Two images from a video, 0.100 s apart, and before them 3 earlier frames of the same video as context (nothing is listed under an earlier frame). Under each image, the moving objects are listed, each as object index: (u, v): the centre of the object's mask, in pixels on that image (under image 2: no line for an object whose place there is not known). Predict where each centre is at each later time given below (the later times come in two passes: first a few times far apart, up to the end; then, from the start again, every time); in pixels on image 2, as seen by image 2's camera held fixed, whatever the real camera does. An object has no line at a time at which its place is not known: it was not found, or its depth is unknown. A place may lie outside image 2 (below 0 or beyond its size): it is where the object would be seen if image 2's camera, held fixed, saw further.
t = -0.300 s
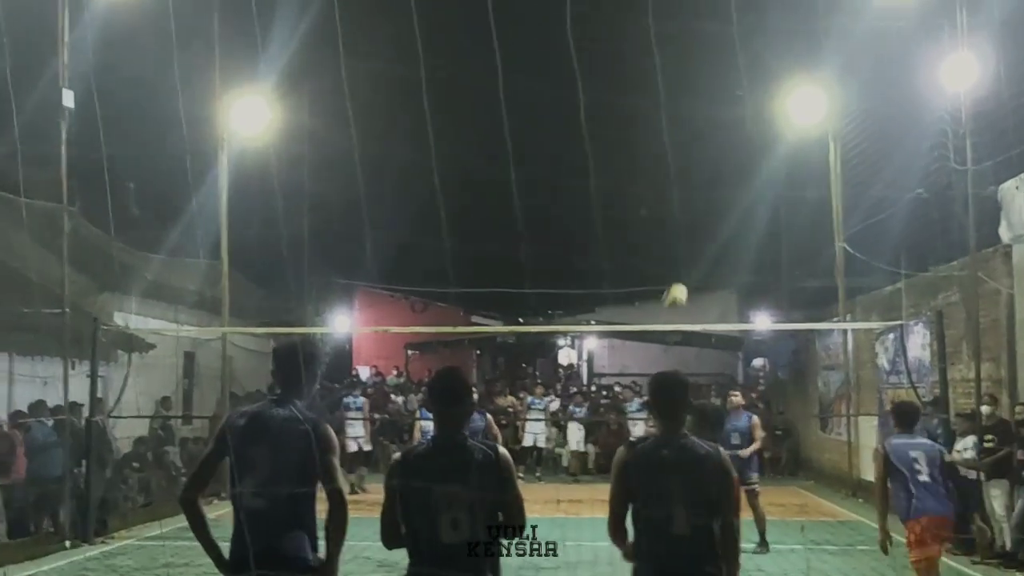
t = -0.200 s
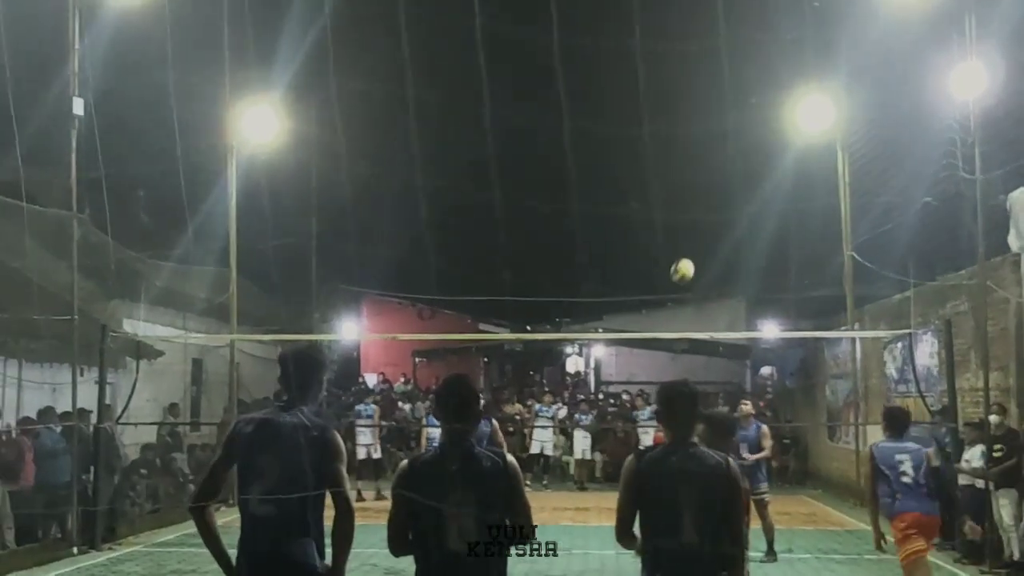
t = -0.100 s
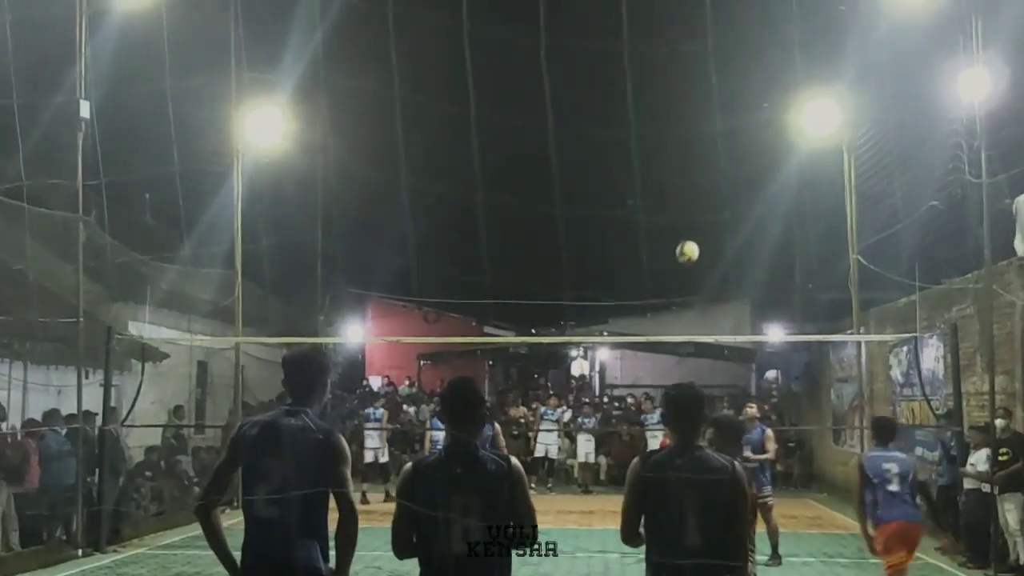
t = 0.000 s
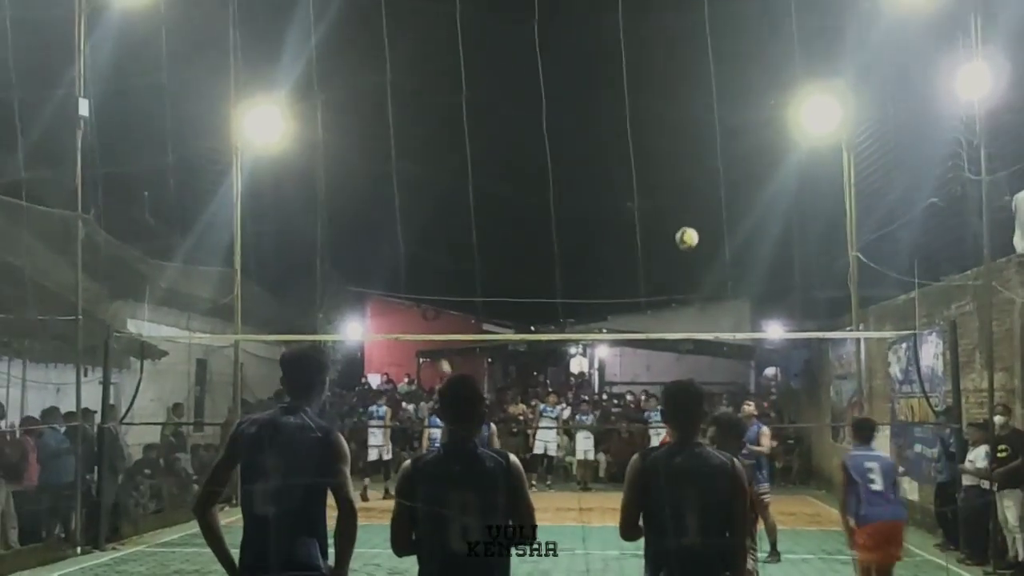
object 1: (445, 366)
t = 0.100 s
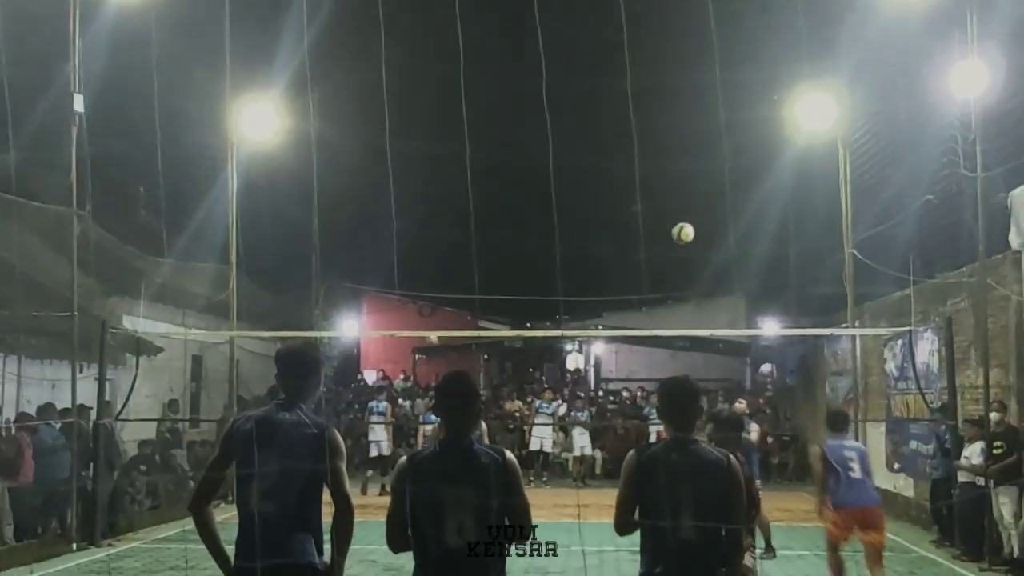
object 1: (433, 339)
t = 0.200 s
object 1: (422, 317)
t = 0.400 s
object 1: (403, 294)
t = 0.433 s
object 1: (399, 292)
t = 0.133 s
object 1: (428, 328)
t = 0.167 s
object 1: (426, 324)
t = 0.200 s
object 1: (422, 317)
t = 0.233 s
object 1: (419, 312)
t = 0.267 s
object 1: (416, 307)
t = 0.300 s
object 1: (413, 302)
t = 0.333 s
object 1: (408, 298)
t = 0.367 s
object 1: (406, 296)
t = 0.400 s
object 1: (403, 294)
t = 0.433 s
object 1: (399, 292)
